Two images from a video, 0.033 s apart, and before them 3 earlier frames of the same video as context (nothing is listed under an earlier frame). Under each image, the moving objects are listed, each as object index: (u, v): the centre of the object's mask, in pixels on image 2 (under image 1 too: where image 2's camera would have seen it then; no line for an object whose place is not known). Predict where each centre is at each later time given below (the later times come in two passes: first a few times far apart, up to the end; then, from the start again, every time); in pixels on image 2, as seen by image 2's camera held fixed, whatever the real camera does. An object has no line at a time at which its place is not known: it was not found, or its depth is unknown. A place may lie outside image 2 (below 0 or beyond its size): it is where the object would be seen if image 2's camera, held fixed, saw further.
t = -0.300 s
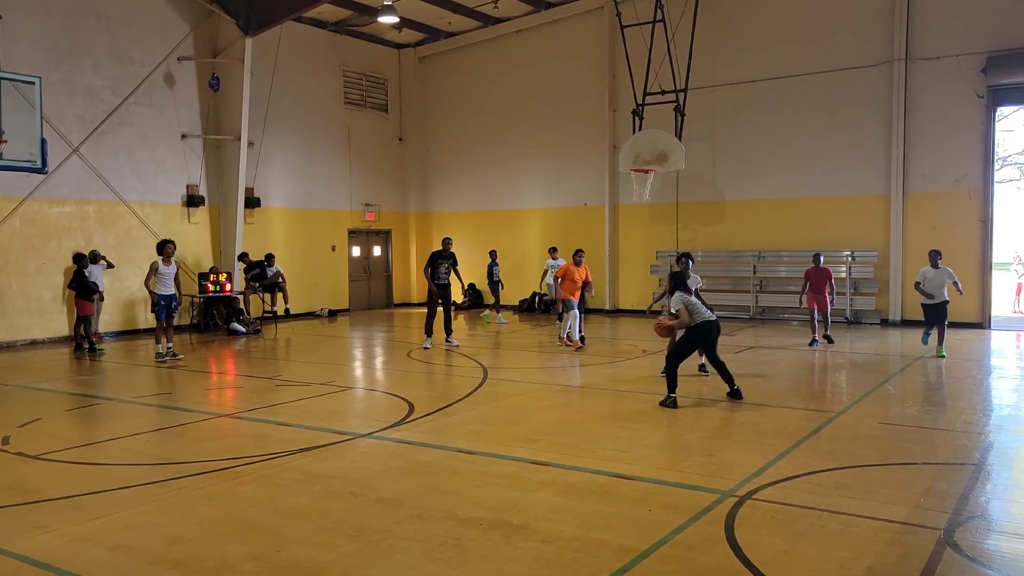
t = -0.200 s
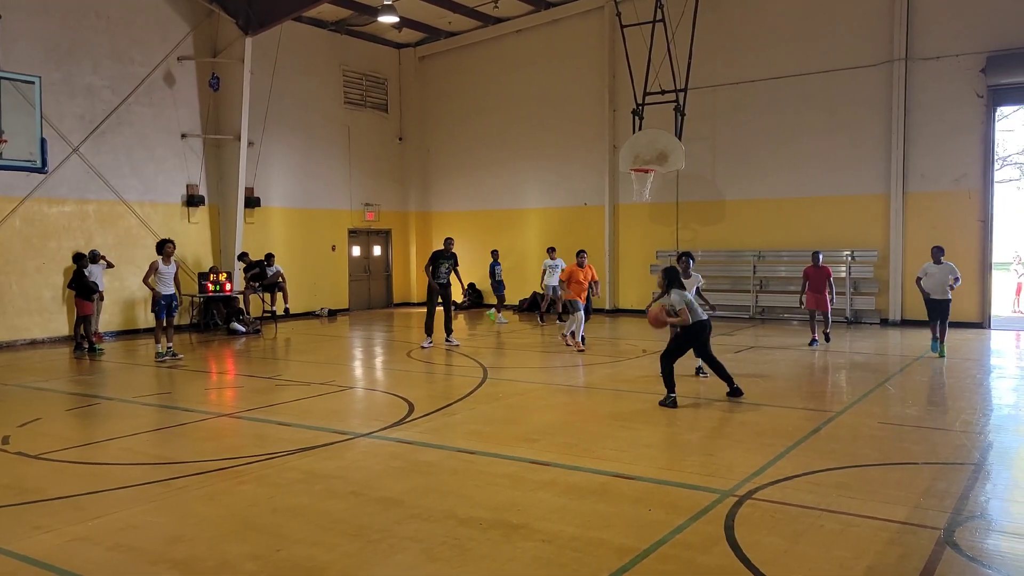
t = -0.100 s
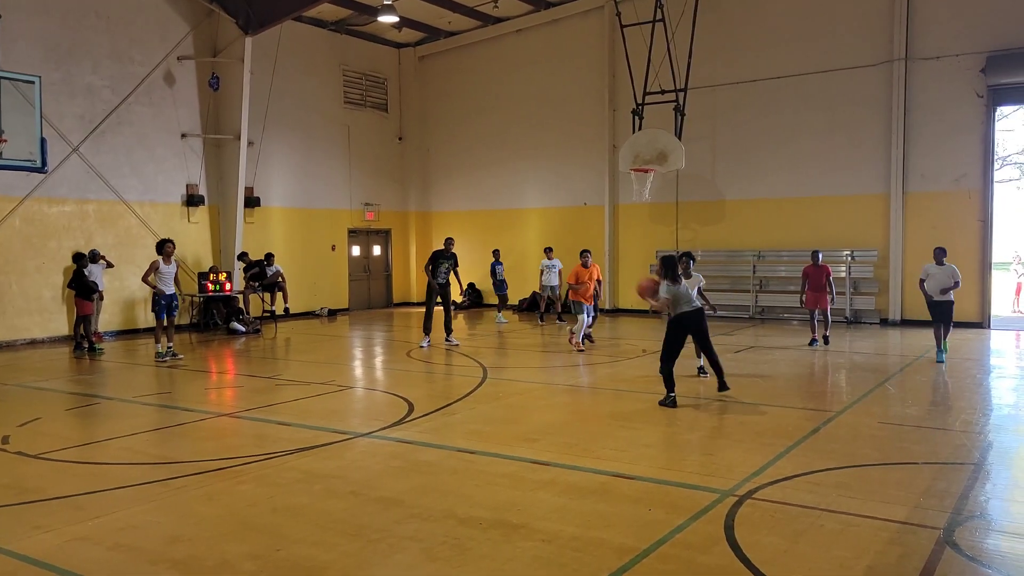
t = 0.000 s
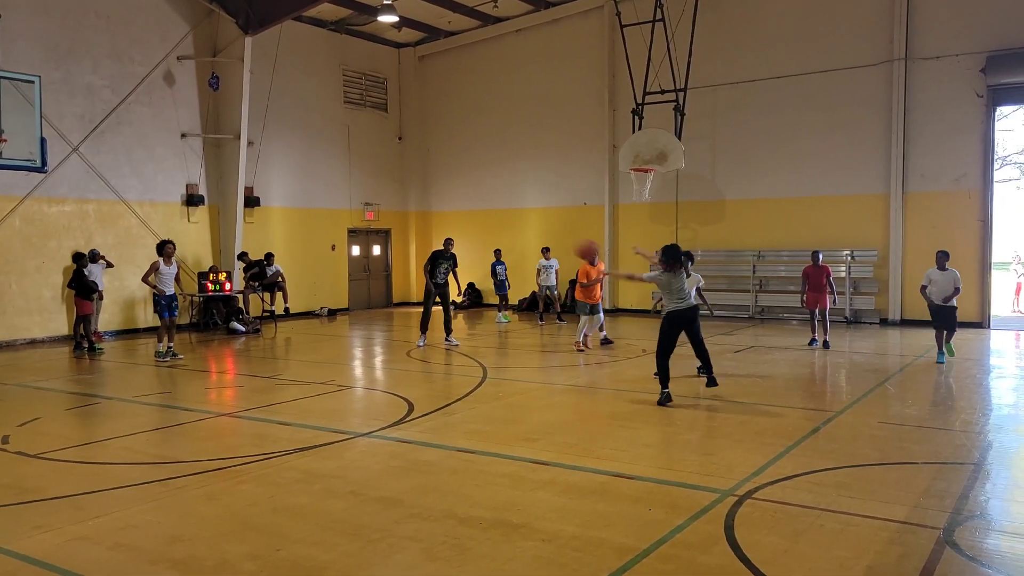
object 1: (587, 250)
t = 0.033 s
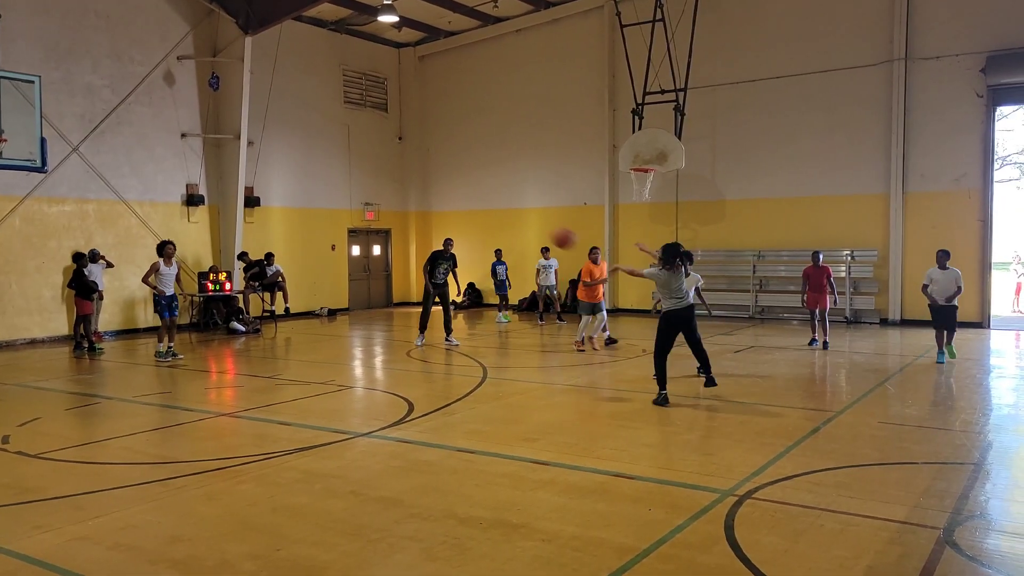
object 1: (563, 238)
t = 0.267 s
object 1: (412, 188)
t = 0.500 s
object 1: (290, 186)
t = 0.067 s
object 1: (540, 228)
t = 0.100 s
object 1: (516, 218)
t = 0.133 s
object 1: (494, 211)
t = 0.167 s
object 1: (472, 203)
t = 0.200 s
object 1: (451, 198)
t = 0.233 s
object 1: (431, 192)
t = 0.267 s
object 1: (412, 188)
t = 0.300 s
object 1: (393, 185)
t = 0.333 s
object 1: (375, 183)
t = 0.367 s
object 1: (357, 183)
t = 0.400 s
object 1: (339, 182)
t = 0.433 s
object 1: (322, 183)
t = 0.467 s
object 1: (305, 185)
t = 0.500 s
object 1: (290, 186)
